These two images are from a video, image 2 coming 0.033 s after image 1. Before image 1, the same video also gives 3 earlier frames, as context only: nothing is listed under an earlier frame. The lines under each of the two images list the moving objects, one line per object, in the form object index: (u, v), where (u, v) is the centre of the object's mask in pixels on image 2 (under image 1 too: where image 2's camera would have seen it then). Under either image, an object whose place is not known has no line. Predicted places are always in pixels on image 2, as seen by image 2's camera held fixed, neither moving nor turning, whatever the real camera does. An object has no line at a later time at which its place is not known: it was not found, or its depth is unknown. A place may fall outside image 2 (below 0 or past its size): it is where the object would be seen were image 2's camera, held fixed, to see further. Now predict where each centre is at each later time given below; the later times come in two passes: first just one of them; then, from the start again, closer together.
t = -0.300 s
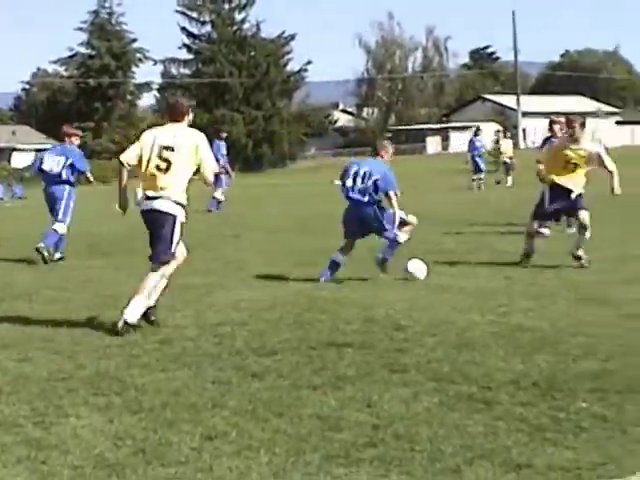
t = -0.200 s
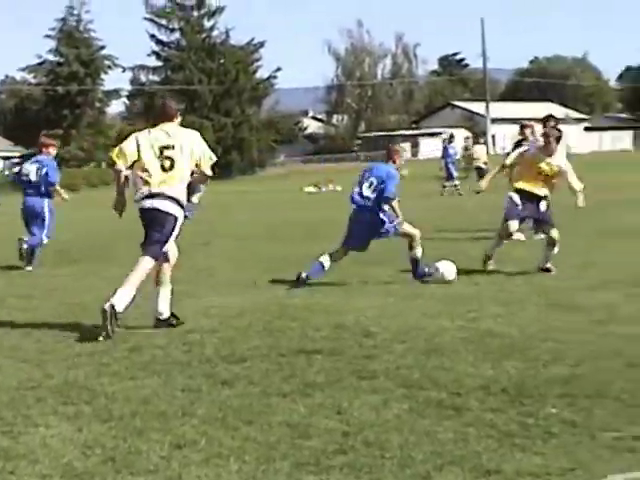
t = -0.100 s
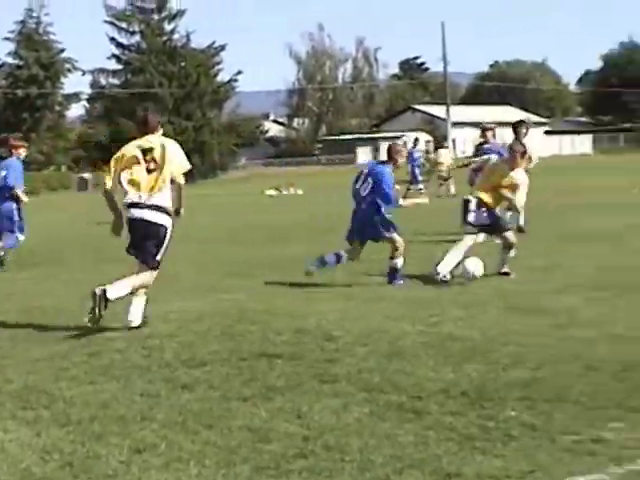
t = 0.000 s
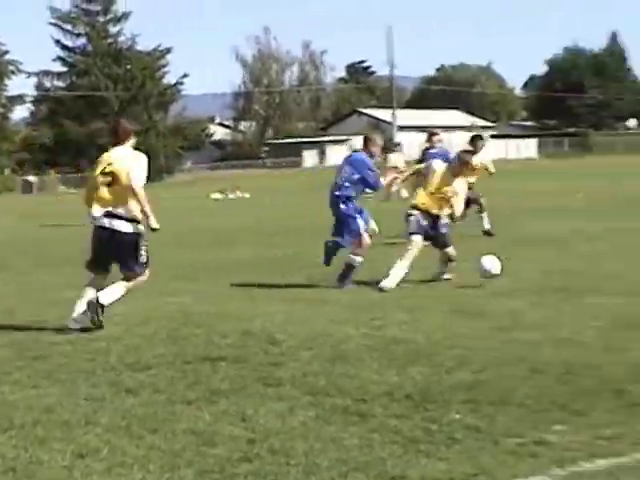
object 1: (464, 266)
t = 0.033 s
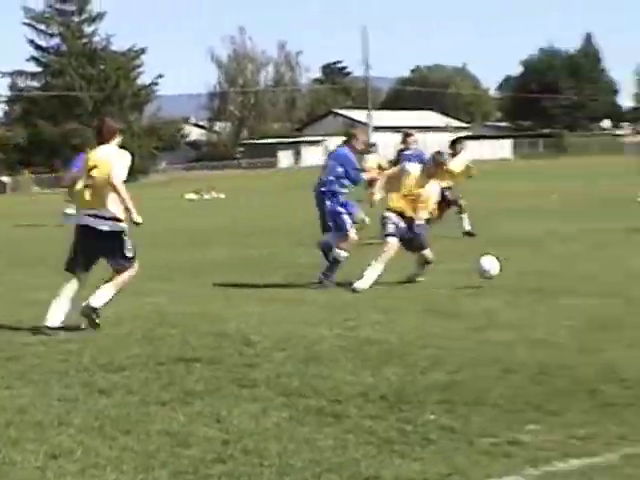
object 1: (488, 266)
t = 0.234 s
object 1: (627, 275)
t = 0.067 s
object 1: (513, 268)
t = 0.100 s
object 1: (537, 272)
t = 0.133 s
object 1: (562, 275)
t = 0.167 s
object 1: (588, 279)
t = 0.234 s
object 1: (627, 275)
